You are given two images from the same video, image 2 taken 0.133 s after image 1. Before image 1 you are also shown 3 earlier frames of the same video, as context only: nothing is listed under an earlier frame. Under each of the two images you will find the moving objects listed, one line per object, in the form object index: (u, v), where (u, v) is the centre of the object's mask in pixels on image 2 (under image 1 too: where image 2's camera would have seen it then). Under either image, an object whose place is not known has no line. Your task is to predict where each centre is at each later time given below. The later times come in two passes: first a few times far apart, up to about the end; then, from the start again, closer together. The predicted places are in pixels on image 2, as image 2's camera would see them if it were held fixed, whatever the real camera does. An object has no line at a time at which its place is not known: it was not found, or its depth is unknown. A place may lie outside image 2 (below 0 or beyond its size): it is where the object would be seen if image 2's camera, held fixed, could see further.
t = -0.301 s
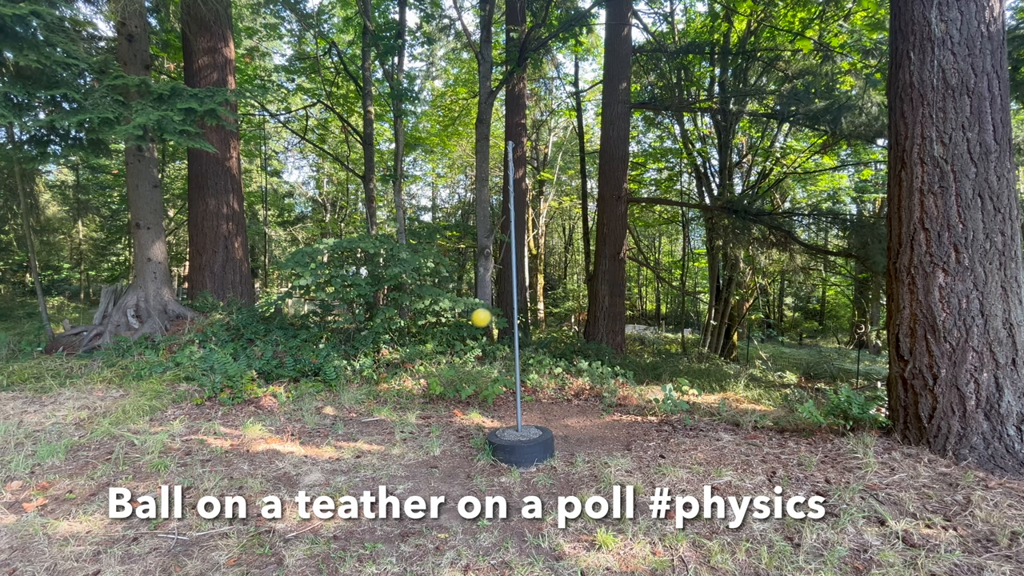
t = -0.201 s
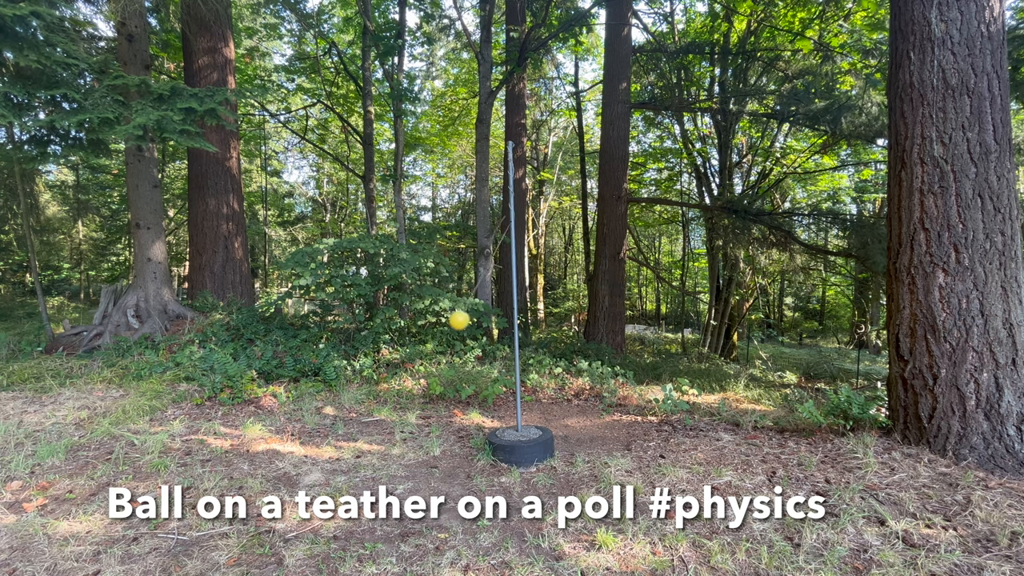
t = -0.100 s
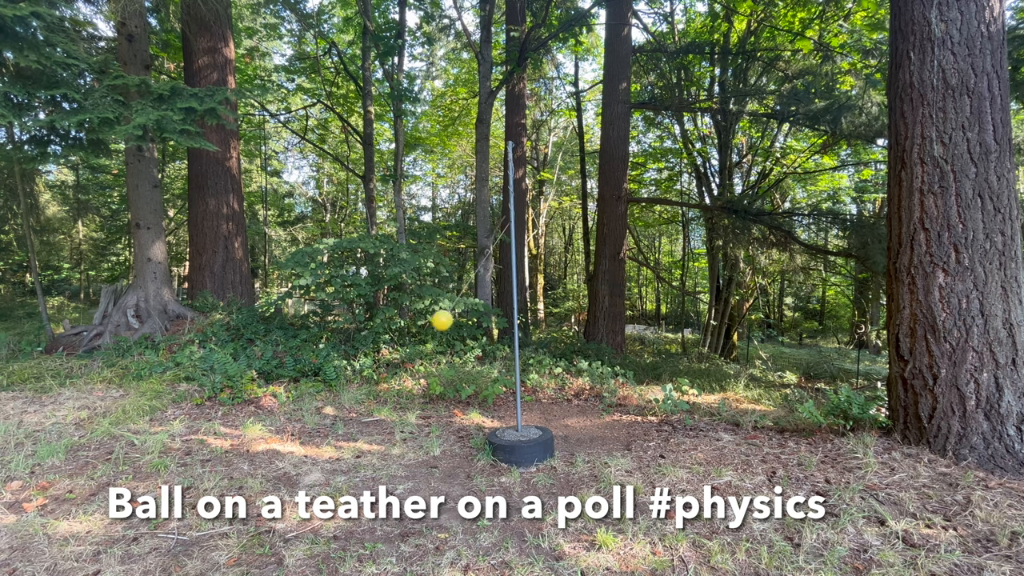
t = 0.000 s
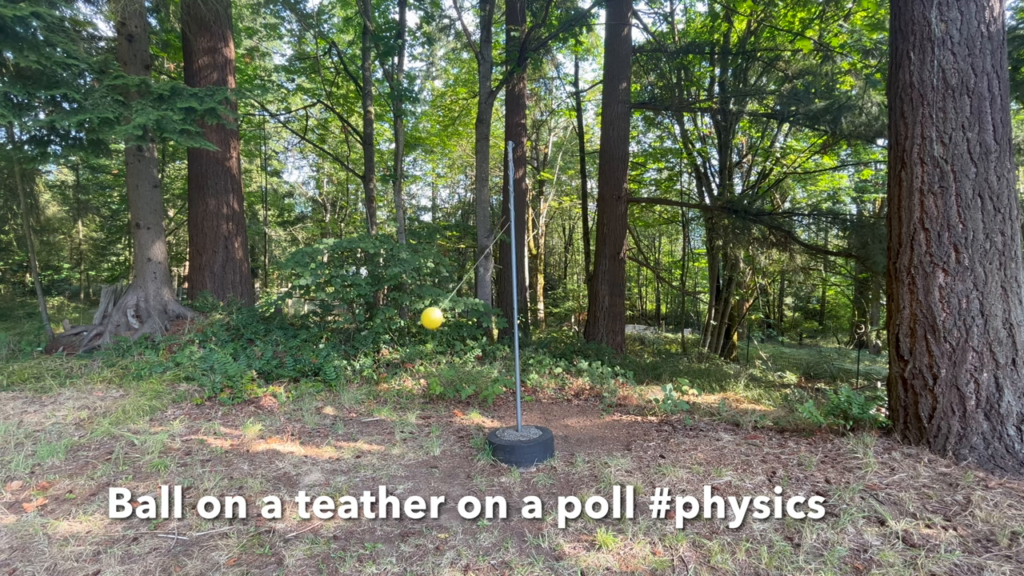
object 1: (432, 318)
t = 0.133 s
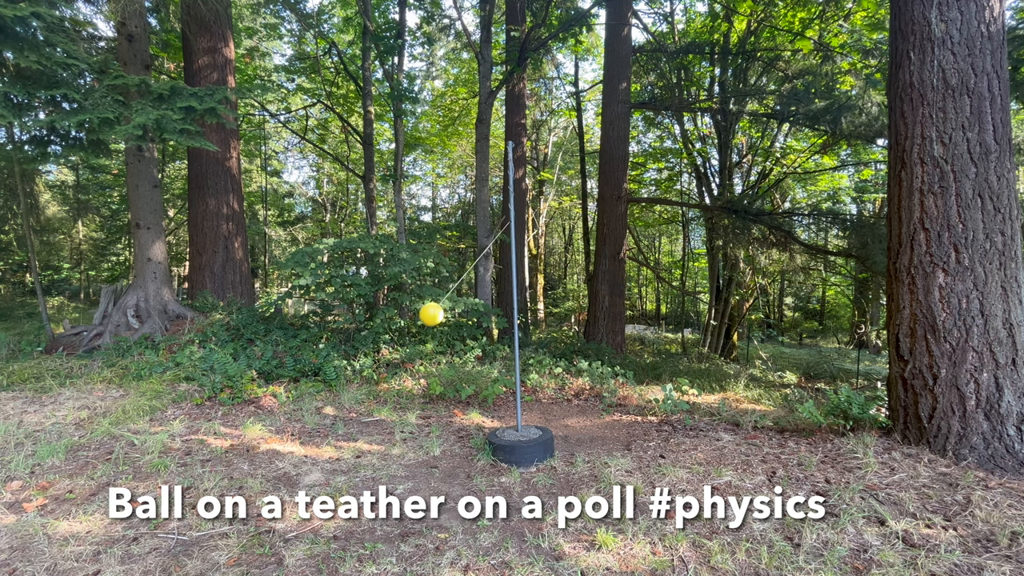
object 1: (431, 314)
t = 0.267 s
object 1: (447, 311)
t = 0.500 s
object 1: (501, 317)
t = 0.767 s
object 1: (561, 329)
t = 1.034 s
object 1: (566, 320)
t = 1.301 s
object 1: (530, 303)
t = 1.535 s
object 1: (493, 301)
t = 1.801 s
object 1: (462, 318)
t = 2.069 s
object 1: (476, 330)
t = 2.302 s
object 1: (527, 320)
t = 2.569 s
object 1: (569, 313)
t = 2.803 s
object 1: (564, 320)
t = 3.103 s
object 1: (506, 317)
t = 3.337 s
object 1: (470, 307)
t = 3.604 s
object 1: (461, 314)
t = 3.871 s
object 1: (510, 330)
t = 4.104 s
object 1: (554, 317)
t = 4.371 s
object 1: (550, 308)
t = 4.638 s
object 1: (506, 321)
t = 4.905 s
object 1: (483, 316)
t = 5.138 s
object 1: (506, 314)
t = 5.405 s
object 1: (532, 322)
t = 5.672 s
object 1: (507, 307)
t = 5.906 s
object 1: (500, 319)
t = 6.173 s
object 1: (509, 317)
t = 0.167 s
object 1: (434, 313)
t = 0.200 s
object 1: (437, 312)
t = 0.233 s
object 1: (441, 312)
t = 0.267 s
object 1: (447, 311)
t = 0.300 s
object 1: (453, 311)
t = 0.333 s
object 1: (460, 311)
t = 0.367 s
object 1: (467, 312)
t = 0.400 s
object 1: (475, 313)
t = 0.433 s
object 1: (484, 314)
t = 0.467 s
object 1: (493, 315)
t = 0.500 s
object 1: (501, 317)
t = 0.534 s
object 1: (511, 319)
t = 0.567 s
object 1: (520, 320)
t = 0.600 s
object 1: (529, 322)
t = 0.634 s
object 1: (537, 324)
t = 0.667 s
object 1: (544, 326)
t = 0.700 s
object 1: (551, 327)
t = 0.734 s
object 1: (557, 328)
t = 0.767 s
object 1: (561, 329)
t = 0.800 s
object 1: (566, 329)
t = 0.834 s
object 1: (569, 329)
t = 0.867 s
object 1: (570, 328)
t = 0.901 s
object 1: (571, 328)
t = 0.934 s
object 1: (571, 326)
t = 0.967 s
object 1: (570, 324)
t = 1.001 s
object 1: (569, 322)
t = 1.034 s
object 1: (566, 320)
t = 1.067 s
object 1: (563, 318)
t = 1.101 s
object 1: (559, 315)
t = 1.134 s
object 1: (555, 313)
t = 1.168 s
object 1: (551, 311)
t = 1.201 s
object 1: (546, 309)
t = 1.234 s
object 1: (540, 306)
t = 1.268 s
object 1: (535, 304)
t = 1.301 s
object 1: (530, 303)
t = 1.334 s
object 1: (525, 302)
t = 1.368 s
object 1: (522, 301)
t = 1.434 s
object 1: (506, 300)
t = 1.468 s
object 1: (503, 300)
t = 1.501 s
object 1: (498, 300)
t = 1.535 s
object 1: (493, 301)
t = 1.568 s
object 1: (488, 302)
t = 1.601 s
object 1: (483, 304)
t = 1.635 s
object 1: (478, 306)
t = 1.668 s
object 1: (474, 308)
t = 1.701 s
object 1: (470, 310)
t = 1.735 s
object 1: (467, 312)
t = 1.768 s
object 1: (464, 315)
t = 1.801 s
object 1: (462, 318)
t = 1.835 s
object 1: (461, 320)
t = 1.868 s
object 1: (460, 323)
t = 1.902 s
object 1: (461, 325)
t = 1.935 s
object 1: (462, 327)
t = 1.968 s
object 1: (464, 328)
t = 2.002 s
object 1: (467, 329)
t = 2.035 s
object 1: (471, 330)
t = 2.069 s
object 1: (476, 330)
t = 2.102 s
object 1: (482, 329)
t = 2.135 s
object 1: (489, 329)
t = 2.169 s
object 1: (496, 327)
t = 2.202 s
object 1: (503, 326)
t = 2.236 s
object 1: (511, 324)
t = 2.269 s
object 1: (519, 322)
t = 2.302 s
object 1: (527, 320)
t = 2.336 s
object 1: (534, 318)
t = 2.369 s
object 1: (541, 316)
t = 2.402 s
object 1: (547, 315)
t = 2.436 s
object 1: (554, 313)
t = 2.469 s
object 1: (558, 312)
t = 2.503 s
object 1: (563, 312)
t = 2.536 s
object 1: (566, 312)
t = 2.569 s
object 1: (569, 313)
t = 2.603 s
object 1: (571, 313)
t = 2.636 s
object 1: (572, 314)
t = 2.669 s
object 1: (572, 315)
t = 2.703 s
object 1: (571, 316)
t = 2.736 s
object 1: (570, 317)
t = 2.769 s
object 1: (567, 318)
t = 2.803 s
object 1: (564, 320)
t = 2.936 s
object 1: (543, 322)
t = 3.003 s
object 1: (529, 321)
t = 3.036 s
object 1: (524, 320)
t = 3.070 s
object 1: (518, 319)
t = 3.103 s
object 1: (506, 317)
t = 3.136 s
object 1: (502, 316)
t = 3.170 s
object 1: (495, 314)
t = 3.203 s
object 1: (489, 313)
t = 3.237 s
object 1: (483, 311)
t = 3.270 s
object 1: (478, 310)
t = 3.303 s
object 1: (474, 308)
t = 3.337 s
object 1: (470, 307)
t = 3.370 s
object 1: (466, 307)
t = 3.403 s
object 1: (463, 307)
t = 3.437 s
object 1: (461, 307)
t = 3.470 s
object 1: (459, 308)
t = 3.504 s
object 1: (459, 308)
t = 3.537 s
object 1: (459, 310)
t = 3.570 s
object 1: (460, 312)
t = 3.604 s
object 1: (461, 314)
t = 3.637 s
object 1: (464, 316)
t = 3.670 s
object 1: (468, 319)
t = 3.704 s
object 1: (473, 322)
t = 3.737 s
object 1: (479, 324)
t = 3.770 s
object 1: (486, 326)
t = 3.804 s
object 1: (493, 328)
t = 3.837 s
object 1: (501, 329)
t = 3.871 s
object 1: (510, 330)
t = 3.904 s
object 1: (518, 329)
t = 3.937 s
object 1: (527, 328)
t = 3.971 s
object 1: (534, 327)
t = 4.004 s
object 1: (541, 325)
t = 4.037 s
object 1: (547, 322)
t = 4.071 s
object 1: (551, 319)
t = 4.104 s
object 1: (554, 317)
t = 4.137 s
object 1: (557, 314)
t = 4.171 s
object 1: (558, 312)
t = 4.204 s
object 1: (558, 310)
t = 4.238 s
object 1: (558, 309)
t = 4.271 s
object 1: (557, 308)
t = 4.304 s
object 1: (555, 307)
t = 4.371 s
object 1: (550, 308)
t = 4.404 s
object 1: (546, 309)
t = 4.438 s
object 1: (541, 310)
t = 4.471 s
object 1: (537, 312)
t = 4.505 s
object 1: (531, 314)
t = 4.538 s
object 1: (527, 315)
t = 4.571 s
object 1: (523, 317)
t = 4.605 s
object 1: (513, 319)
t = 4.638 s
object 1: (506, 321)
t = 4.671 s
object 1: (502, 321)
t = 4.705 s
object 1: (497, 322)
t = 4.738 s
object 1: (492, 322)
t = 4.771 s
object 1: (488, 321)
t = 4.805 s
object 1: (486, 320)
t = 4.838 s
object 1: (484, 319)
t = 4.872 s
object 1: (483, 317)
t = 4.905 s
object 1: (483, 316)
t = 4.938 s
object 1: (485, 314)
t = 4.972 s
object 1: (487, 313)
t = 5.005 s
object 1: (489, 312)
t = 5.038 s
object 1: (493, 312)
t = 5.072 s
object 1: (497, 312)
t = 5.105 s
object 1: (501, 313)
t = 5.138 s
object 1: (506, 314)
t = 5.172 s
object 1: (511, 316)
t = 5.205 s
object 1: (515, 318)
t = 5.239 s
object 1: (520, 320)
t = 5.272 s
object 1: (524, 321)
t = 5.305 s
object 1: (528, 323)
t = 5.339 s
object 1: (530, 323)
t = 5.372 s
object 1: (531, 323)
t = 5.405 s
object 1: (532, 322)
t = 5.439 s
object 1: (531, 321)
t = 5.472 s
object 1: (529, 318)
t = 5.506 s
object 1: (527, 316)
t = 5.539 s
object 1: (525, 313)
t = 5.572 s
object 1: (521, 311)
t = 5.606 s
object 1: (517, 309)
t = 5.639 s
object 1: (512, 307)
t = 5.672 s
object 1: (507, 307)
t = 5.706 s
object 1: (505, 307)
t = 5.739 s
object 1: (503, 308)
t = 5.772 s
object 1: (502, 309)
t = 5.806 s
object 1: (500, 311)
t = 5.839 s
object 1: (499, 313)
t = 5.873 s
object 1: (499, 316)
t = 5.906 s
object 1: (500, 319)
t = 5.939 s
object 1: (503, 320)
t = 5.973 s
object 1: (503, 320)
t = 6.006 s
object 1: (503, 318)
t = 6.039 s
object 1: (503, 317)
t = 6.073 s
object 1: (503, 317)
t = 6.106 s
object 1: (505, 316)
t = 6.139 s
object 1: (507, 316)
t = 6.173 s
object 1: (509, 317)
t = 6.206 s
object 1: (510, 317)
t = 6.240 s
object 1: (511, 317)
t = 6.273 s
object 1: (511, 317)
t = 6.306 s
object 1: (512, 316)
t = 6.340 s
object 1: (512, 315)
